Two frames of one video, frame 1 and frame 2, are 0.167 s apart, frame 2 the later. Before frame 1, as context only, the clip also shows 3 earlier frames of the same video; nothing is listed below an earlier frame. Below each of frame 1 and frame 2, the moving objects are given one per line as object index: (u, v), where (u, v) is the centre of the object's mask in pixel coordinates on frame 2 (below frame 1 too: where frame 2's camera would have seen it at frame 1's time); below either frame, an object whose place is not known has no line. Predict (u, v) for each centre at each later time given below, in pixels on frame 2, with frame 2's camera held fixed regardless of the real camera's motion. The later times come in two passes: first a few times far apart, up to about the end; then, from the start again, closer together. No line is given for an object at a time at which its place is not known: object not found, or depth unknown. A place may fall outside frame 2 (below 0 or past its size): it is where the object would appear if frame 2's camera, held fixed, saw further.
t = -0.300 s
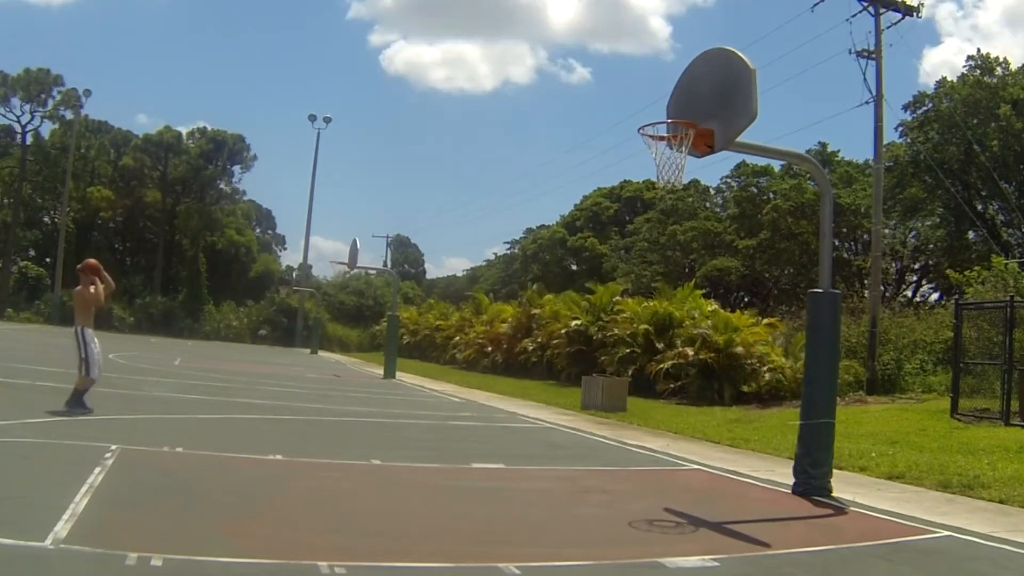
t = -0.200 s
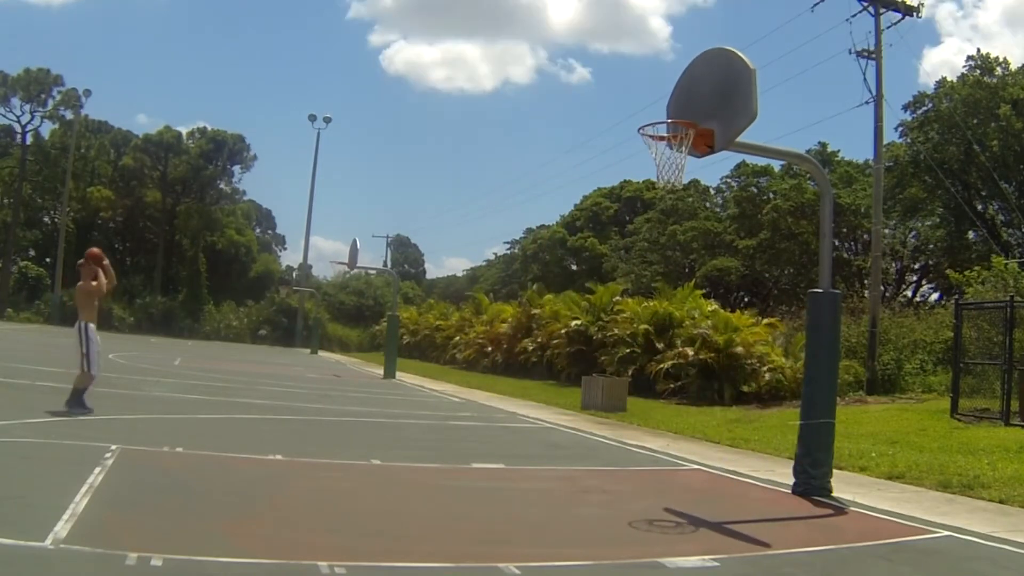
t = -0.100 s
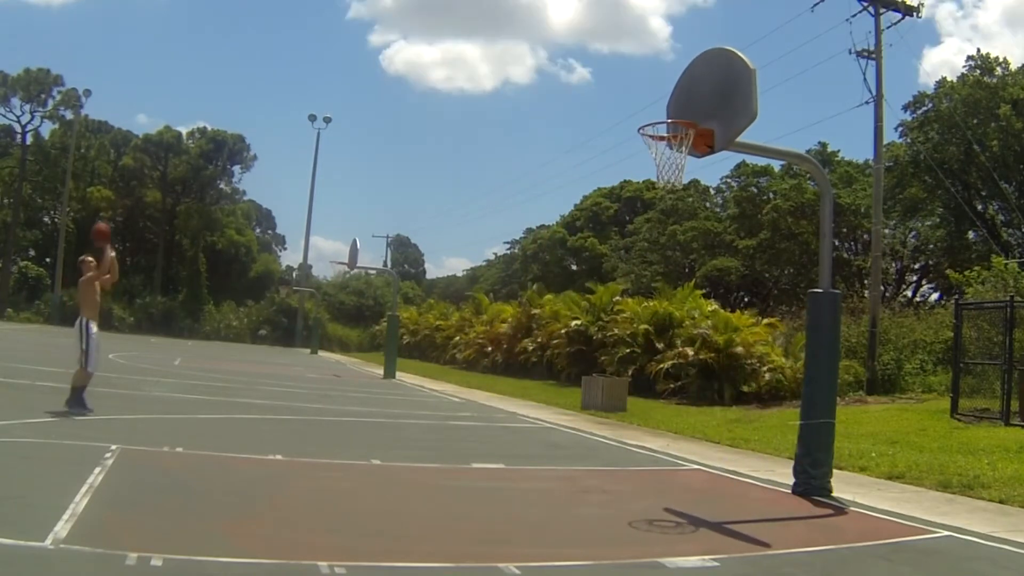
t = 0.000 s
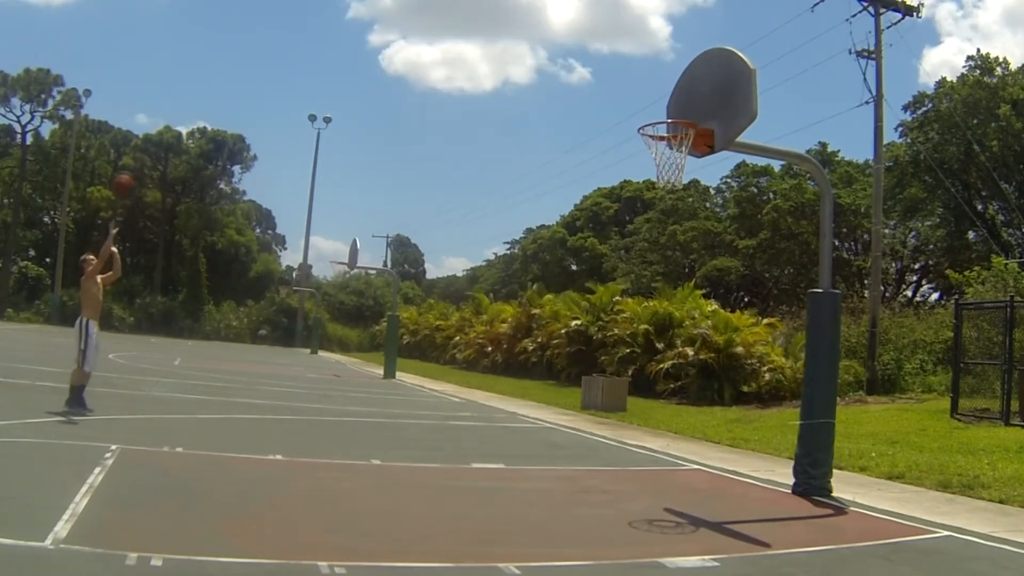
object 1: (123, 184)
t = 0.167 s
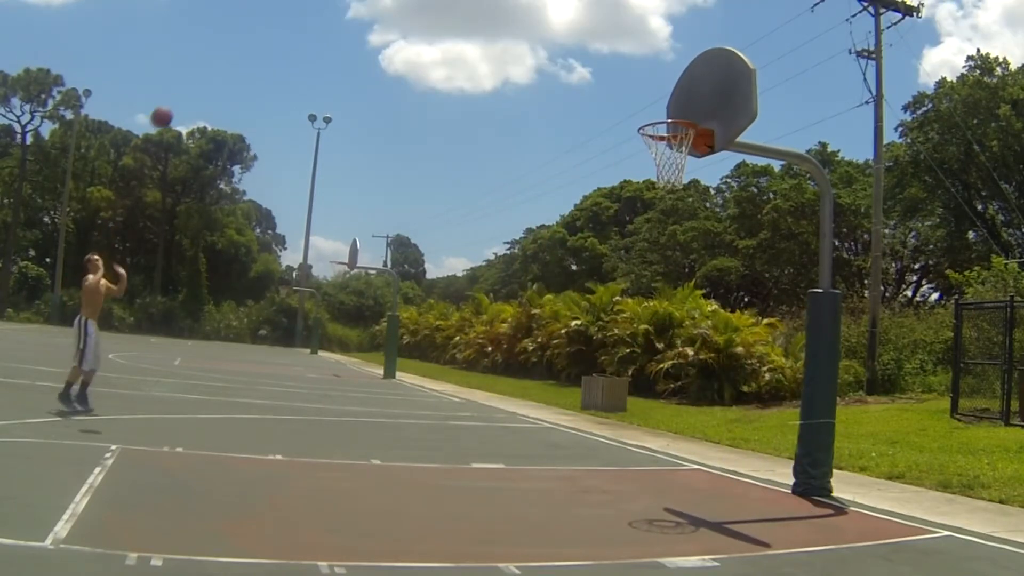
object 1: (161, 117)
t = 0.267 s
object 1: (185, 87)
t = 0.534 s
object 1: (245, 47)
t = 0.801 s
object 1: (303, 68)
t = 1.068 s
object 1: (360, 165)
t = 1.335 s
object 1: (422, 353)
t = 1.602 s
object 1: (465, 360)
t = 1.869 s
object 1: (493, 223)
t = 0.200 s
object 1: (169, 106)
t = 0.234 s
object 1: (177, 96)
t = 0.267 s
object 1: (185, 87)
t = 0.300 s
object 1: (192, 79)
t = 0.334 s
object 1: (200, 72)
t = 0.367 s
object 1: (208, 65)
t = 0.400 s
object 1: (215, 60)
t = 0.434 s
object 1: (222, 55)
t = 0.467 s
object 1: (230, 51)
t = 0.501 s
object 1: (238, 49)
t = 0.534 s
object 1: (245, 47)
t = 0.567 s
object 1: (252, 46)
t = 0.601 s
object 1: (260, 46)
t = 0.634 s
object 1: (267, 47)
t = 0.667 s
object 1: (274, 49)
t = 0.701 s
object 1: (281, 52)
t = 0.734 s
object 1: (288, 57)
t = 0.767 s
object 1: (295, 62)
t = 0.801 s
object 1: (303, 68)
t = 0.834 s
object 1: (310, 76)
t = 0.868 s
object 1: (317, 85)
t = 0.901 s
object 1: (324, 95)
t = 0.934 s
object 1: (331, 107)
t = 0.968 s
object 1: (338, 119)
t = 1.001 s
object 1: (346, 133)
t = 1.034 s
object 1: (353, 148)
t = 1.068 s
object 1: (360, 165)
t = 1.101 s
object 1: (368, 183)
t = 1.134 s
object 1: (375, 203)
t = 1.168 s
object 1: (382, 223)
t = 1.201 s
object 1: (389, 246)
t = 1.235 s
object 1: (398, 272)
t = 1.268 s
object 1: (405, 295)
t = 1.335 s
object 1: (422, 353)
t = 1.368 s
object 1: (429, 386)
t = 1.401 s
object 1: (436, 417)
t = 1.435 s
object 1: (444, 449)
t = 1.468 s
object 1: (450, 459)
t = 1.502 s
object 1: (454, 434)
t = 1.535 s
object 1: (458, 409)
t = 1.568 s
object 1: (462, 384)
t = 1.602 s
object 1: (465, 360)
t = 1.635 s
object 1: (469, 339)
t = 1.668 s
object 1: (472, 320)
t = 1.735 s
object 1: (480, 281)
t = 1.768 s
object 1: (483, 266)
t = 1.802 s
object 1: (486, 250)
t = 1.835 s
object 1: (490, 235)
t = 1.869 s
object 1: (493, 223)
